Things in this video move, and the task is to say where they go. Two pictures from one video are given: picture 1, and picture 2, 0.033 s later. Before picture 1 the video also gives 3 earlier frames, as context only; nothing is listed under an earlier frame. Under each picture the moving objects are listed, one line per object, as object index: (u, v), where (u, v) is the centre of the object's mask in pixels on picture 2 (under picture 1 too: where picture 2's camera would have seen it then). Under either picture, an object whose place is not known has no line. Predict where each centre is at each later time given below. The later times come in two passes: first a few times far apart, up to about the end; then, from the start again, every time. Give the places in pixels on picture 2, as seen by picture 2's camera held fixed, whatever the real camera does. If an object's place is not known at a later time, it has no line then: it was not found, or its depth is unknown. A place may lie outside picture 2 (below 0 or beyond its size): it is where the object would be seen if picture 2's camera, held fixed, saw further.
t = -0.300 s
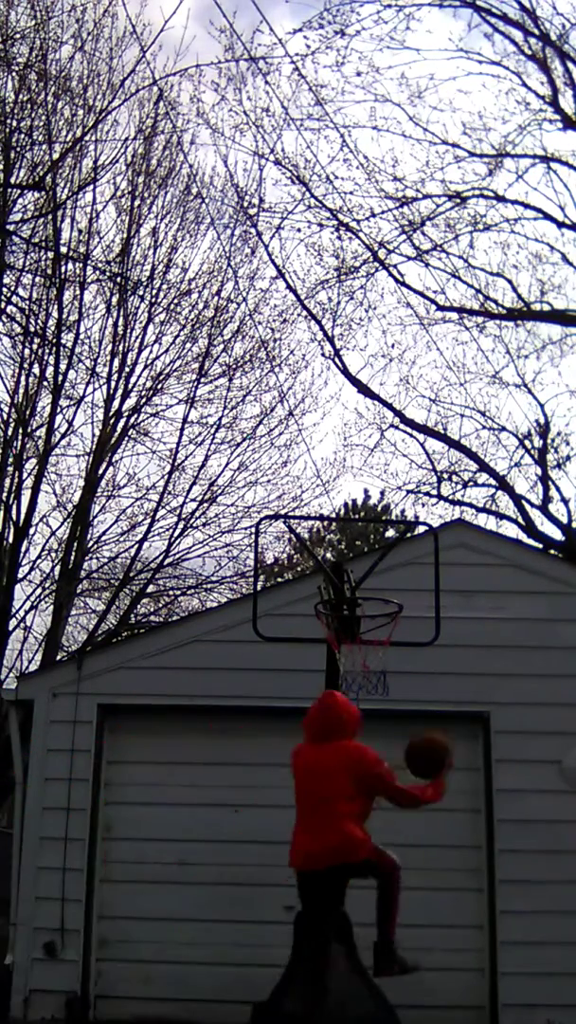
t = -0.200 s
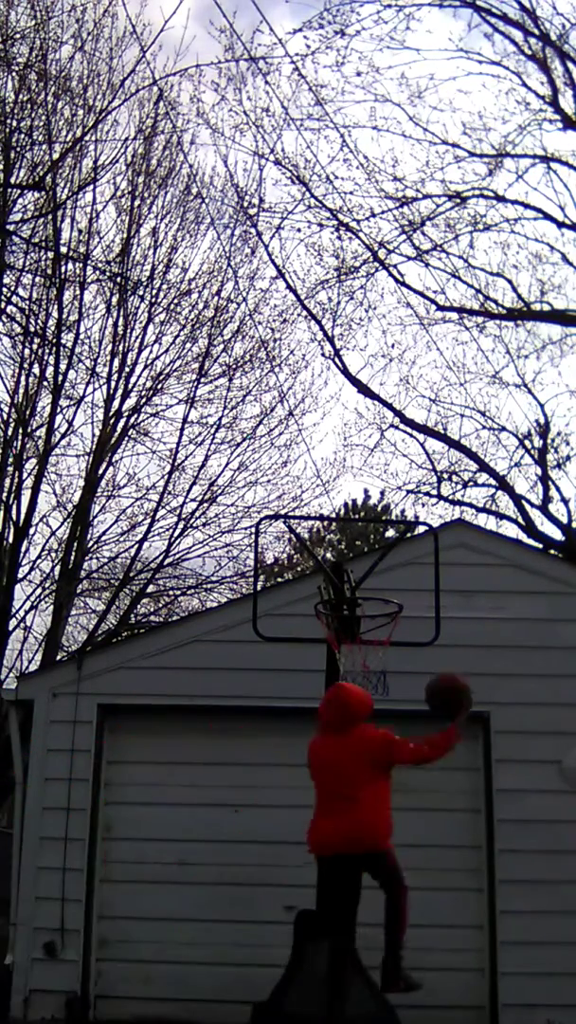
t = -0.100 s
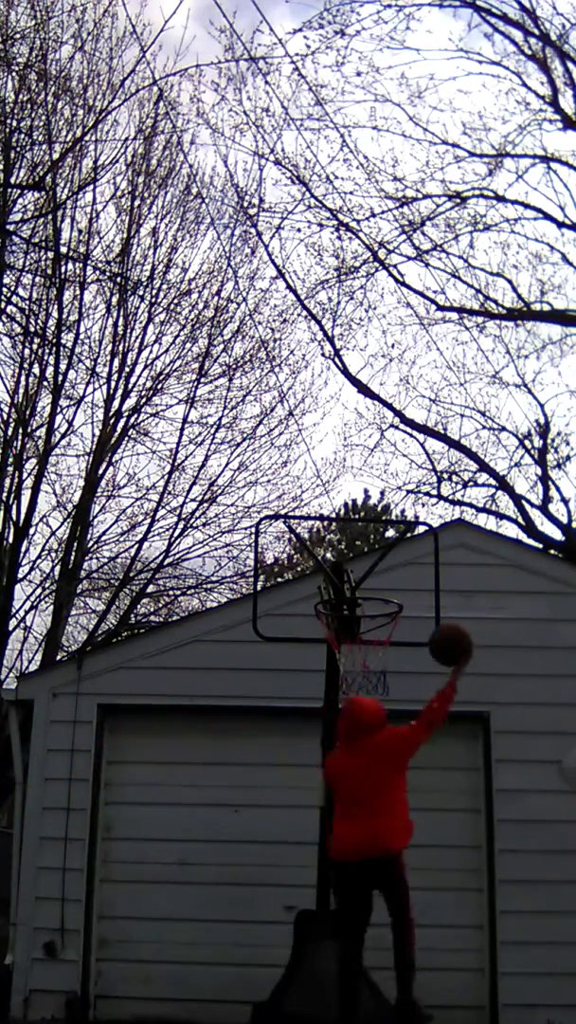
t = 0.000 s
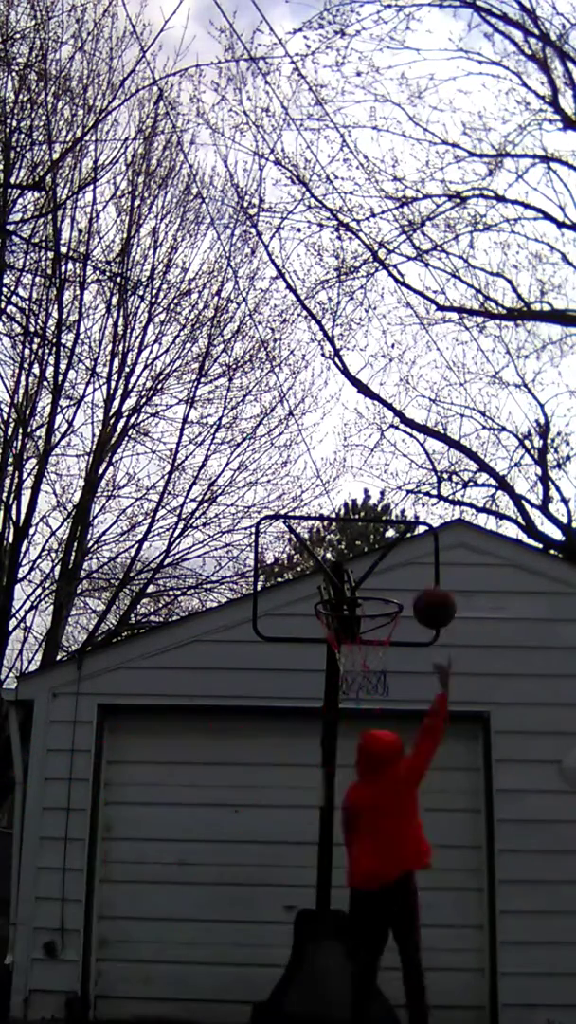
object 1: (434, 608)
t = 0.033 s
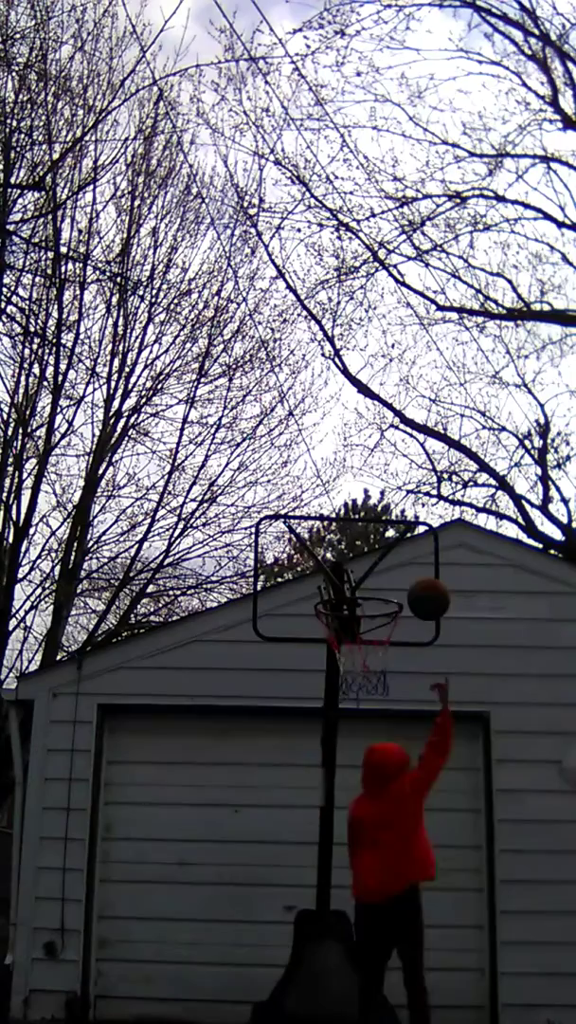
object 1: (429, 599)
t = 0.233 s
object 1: (397, 587)
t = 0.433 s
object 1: (383, 594)
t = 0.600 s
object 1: (369, 604)
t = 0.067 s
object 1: (423, 593)
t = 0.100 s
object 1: (418, 589)
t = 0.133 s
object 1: (411, 586)
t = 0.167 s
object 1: (406, 586)
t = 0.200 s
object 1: (401, 587)
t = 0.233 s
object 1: (397, 587)
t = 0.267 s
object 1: (394, 588)
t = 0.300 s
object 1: (392, 589)
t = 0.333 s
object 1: (390, 590)
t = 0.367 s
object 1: (389, 591)
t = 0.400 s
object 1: (386, 592)
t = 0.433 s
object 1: (383, 594)
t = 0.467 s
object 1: (381, 595)
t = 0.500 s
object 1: (377, 596)
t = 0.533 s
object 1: (374, 598)
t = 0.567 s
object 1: (370, 600)
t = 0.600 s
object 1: (369, 604)
